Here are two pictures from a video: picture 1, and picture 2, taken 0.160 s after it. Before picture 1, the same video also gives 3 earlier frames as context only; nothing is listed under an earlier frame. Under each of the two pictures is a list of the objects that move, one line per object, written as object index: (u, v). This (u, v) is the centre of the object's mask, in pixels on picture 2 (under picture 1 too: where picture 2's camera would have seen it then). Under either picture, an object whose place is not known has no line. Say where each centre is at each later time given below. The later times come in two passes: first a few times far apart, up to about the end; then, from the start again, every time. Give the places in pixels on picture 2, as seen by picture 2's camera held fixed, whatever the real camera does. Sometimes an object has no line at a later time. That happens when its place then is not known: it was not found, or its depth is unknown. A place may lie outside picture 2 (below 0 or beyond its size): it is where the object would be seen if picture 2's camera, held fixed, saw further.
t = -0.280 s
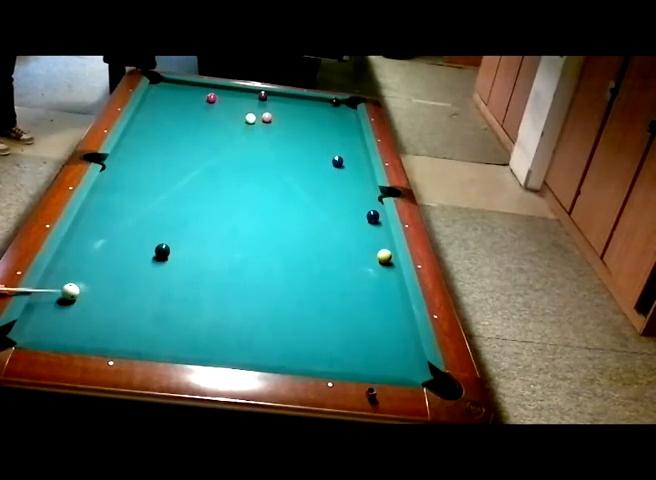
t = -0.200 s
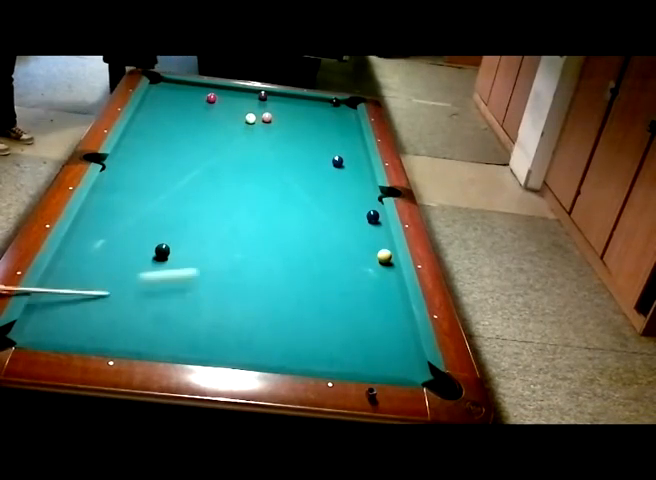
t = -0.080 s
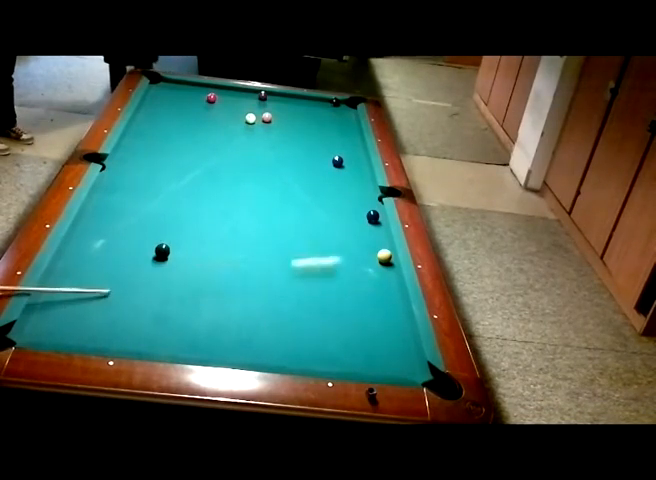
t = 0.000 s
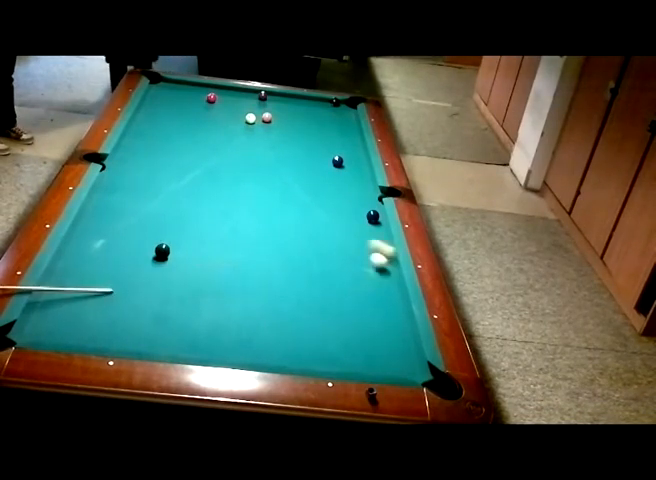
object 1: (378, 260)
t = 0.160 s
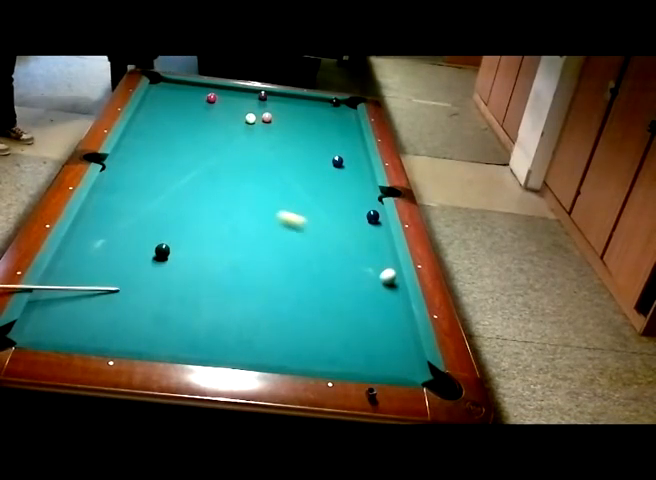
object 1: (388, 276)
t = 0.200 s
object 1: (384, 279)
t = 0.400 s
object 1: (366, 292)
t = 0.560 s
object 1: (351, 303)
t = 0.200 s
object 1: (384, 279)
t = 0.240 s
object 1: (381, 281)
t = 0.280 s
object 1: (377, 284)
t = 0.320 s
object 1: (373, 287)
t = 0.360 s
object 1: (370, 289)
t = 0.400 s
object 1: (366, 292)
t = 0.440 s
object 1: (362, 295)
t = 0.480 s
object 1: (358, 297)
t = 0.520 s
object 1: (355, 300)
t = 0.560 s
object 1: (351, 303)
